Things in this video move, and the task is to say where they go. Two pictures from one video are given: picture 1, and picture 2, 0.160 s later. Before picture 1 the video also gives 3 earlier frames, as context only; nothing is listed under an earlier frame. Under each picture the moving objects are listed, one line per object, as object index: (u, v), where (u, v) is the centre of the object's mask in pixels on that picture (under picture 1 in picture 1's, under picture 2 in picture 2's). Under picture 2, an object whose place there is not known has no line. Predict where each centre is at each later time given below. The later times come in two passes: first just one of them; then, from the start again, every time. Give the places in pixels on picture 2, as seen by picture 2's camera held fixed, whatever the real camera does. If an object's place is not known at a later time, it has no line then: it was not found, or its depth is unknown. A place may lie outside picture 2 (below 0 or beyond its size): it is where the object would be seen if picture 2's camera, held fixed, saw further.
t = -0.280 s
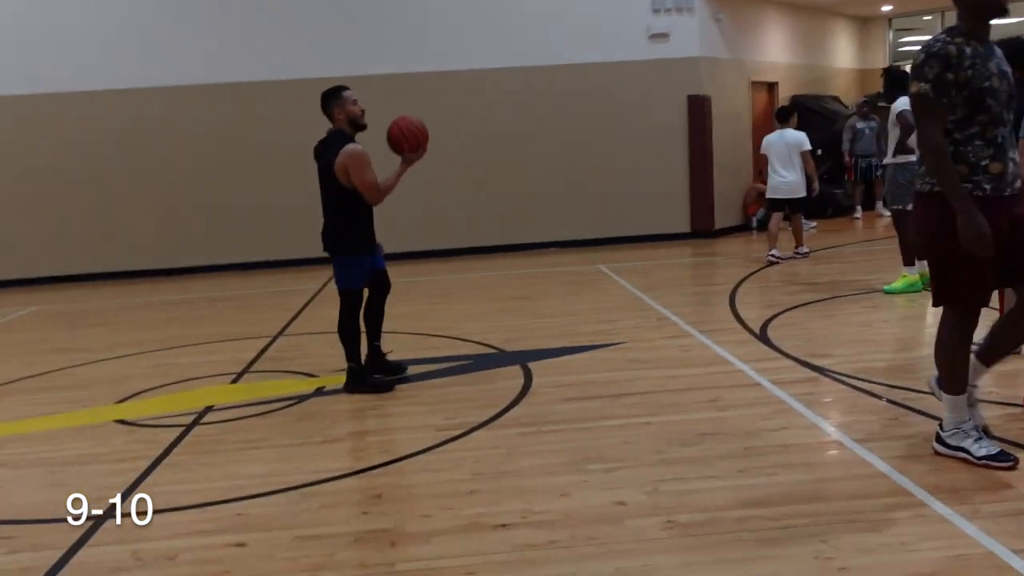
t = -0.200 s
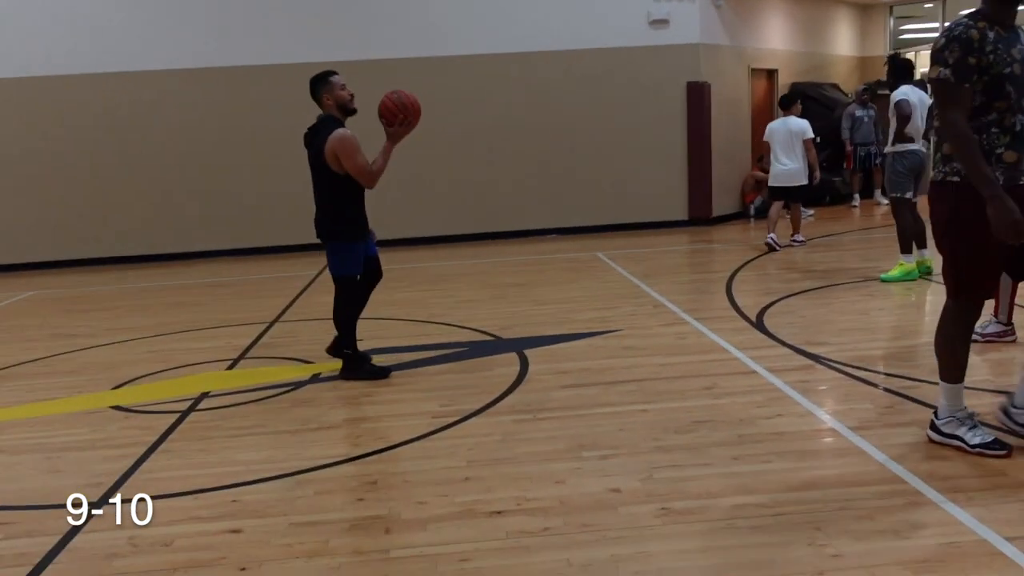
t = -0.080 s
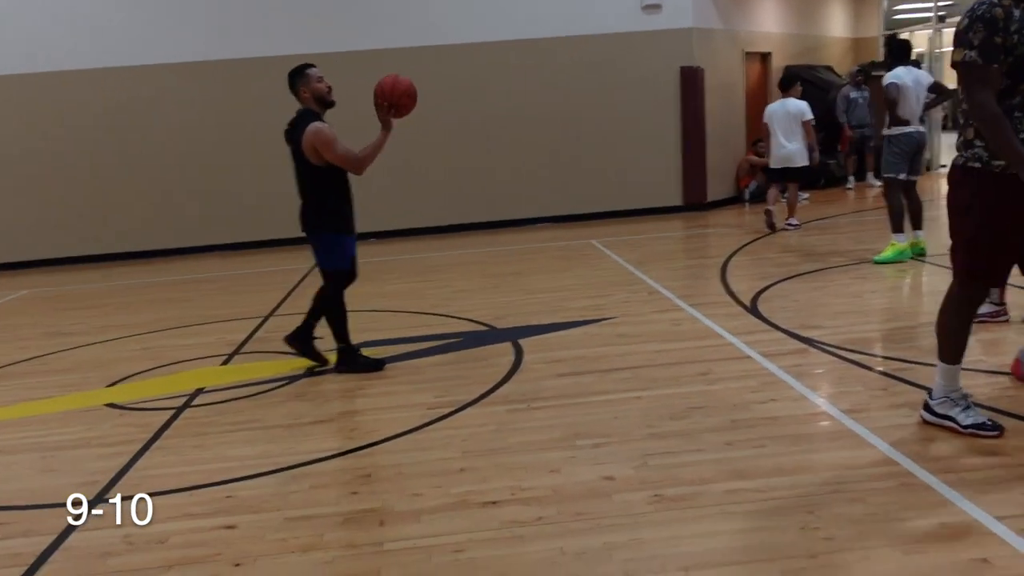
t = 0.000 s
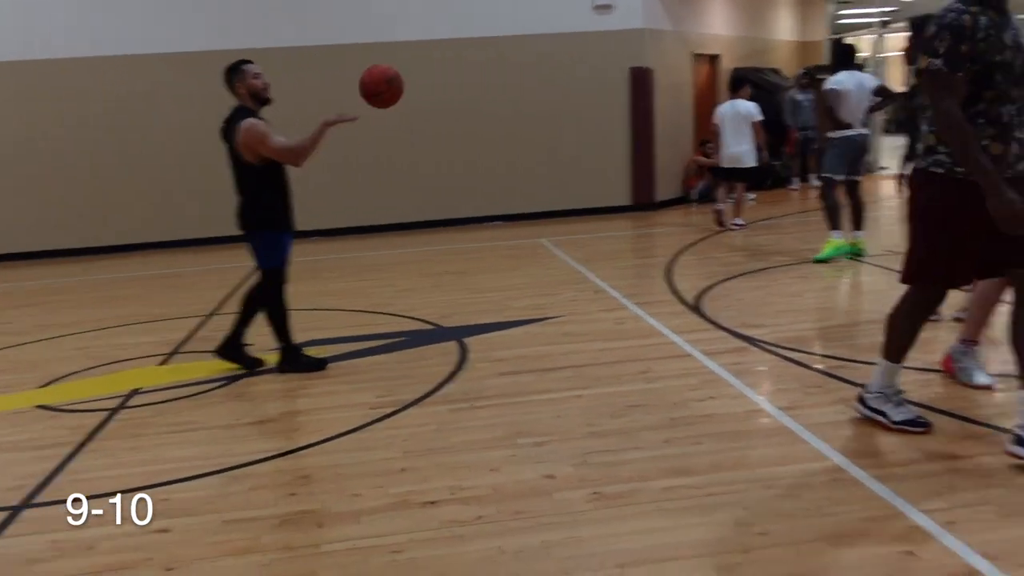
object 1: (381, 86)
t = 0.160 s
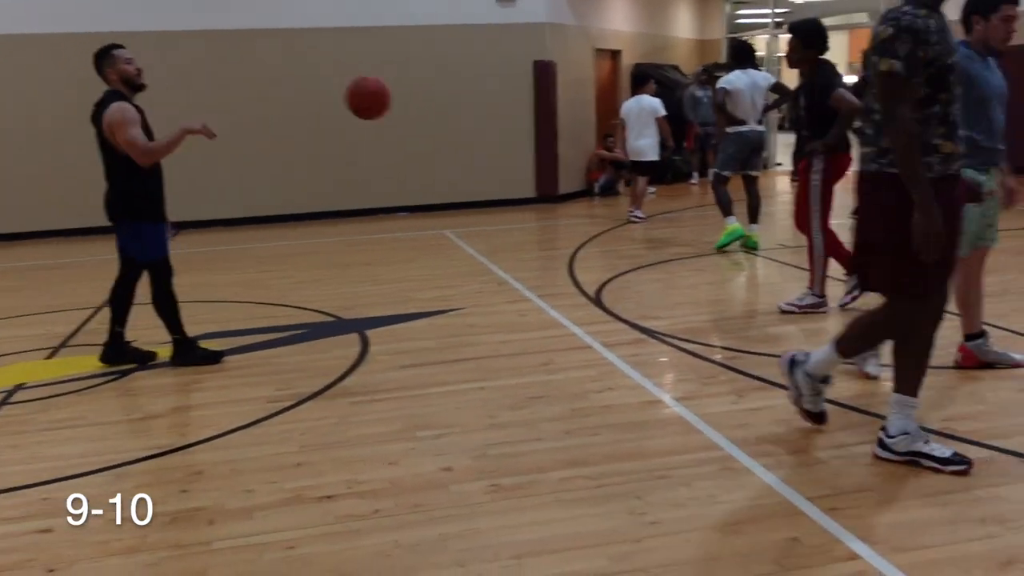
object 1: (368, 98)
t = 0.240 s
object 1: (410, 127)
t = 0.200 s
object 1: (388, 111)
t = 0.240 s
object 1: (410, 127)
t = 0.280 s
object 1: (433, 145)
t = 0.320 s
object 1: (454, 166)
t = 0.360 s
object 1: (475, 189)
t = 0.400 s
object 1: (499, 214)
